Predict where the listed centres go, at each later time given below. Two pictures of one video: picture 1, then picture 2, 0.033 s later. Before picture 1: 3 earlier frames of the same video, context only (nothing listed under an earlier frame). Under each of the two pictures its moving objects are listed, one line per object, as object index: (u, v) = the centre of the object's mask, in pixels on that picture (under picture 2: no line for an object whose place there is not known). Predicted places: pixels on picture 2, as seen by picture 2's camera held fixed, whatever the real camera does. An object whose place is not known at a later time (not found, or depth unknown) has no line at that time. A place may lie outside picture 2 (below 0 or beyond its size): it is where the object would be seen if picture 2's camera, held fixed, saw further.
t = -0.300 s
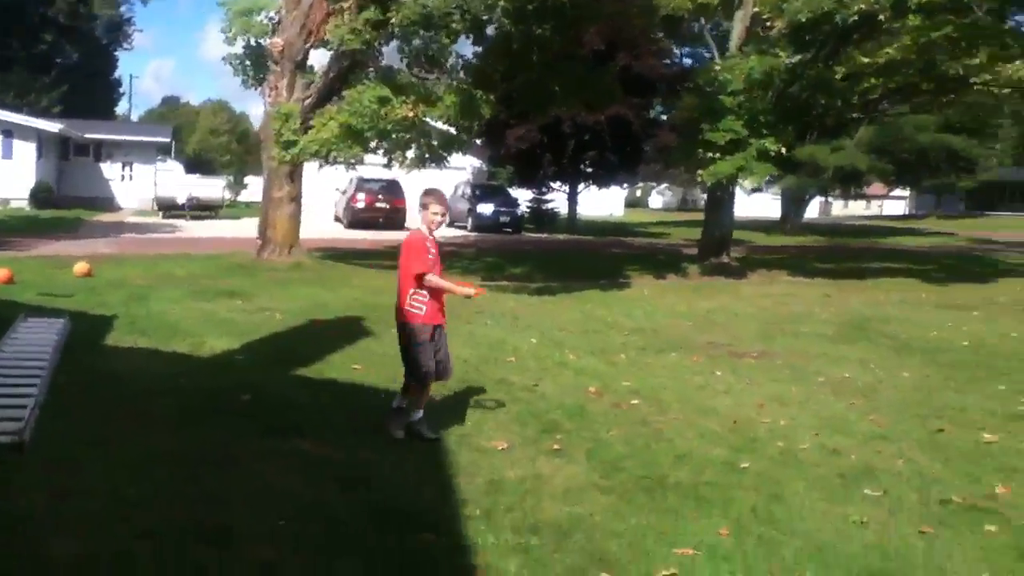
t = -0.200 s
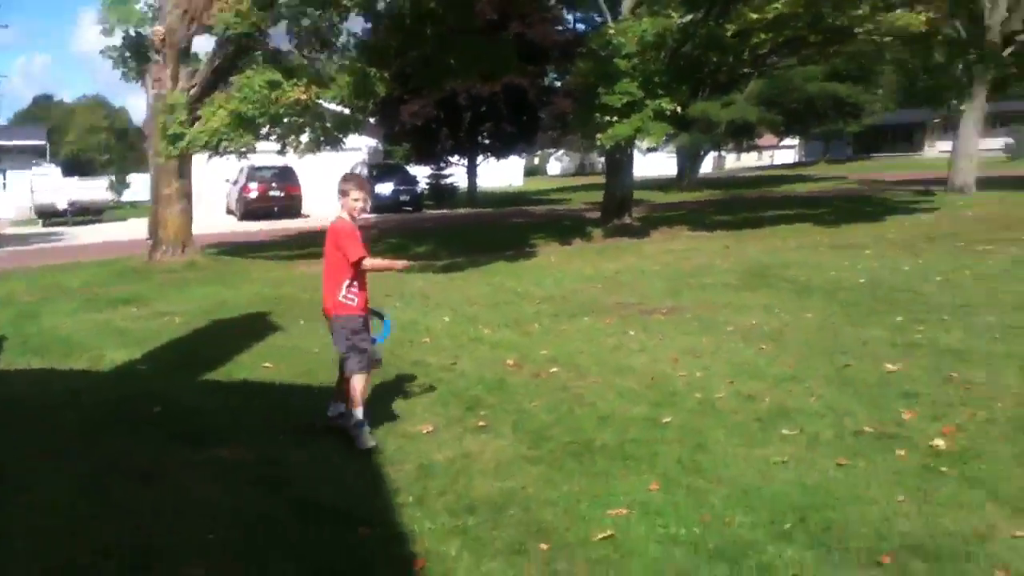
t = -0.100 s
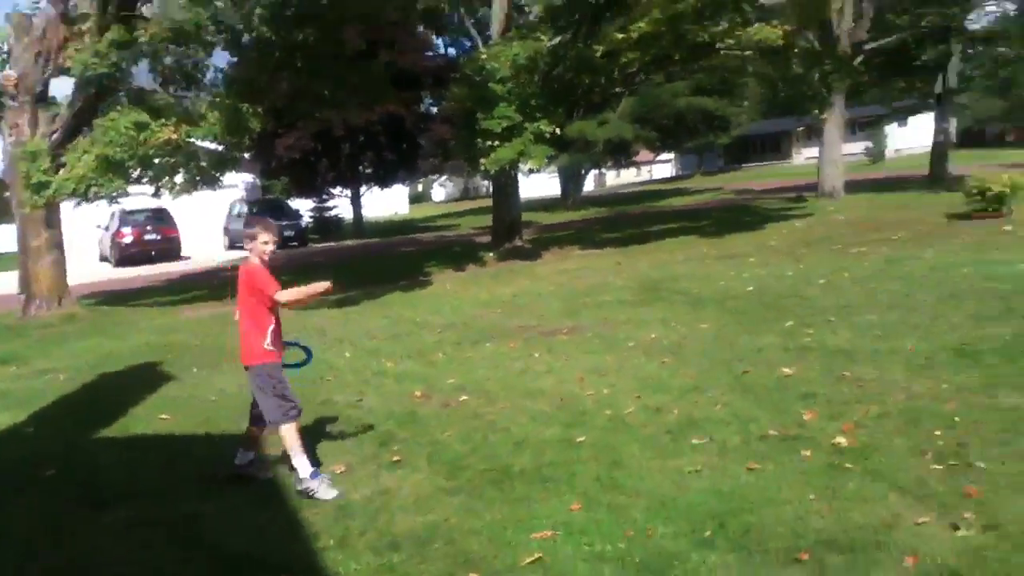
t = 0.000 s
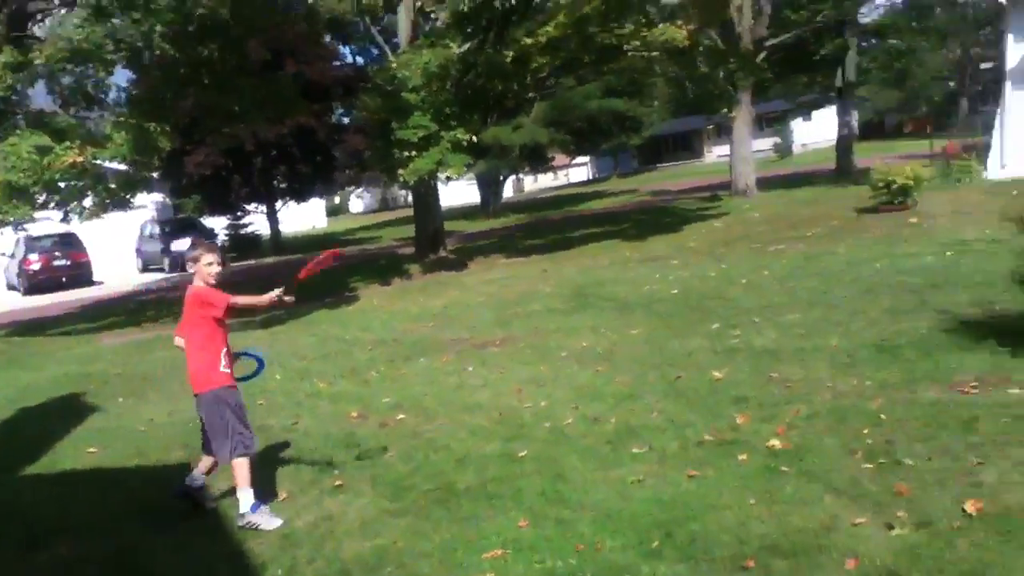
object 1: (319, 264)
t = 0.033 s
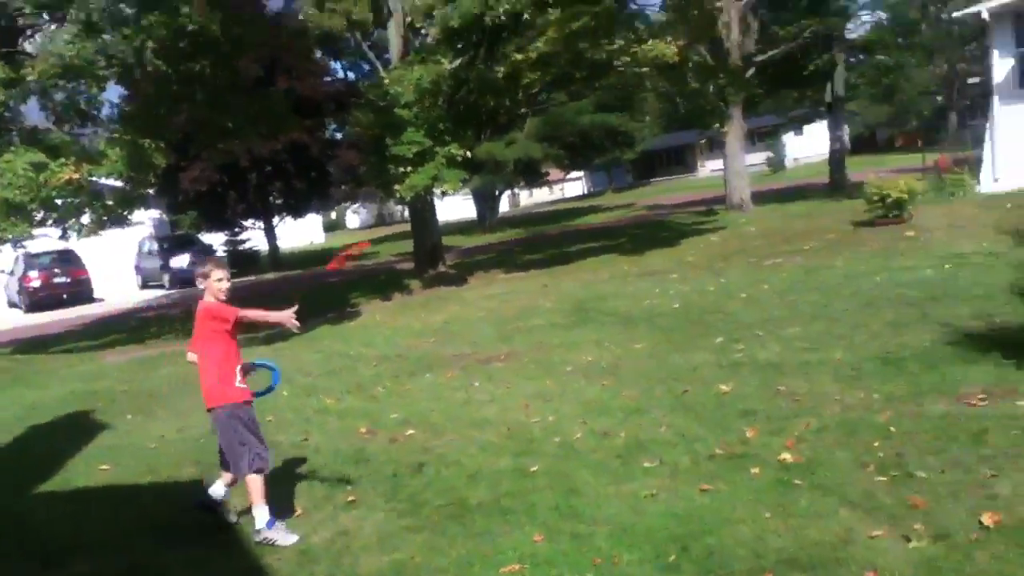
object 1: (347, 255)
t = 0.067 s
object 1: (380, 226)
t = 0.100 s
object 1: (418, 198)
